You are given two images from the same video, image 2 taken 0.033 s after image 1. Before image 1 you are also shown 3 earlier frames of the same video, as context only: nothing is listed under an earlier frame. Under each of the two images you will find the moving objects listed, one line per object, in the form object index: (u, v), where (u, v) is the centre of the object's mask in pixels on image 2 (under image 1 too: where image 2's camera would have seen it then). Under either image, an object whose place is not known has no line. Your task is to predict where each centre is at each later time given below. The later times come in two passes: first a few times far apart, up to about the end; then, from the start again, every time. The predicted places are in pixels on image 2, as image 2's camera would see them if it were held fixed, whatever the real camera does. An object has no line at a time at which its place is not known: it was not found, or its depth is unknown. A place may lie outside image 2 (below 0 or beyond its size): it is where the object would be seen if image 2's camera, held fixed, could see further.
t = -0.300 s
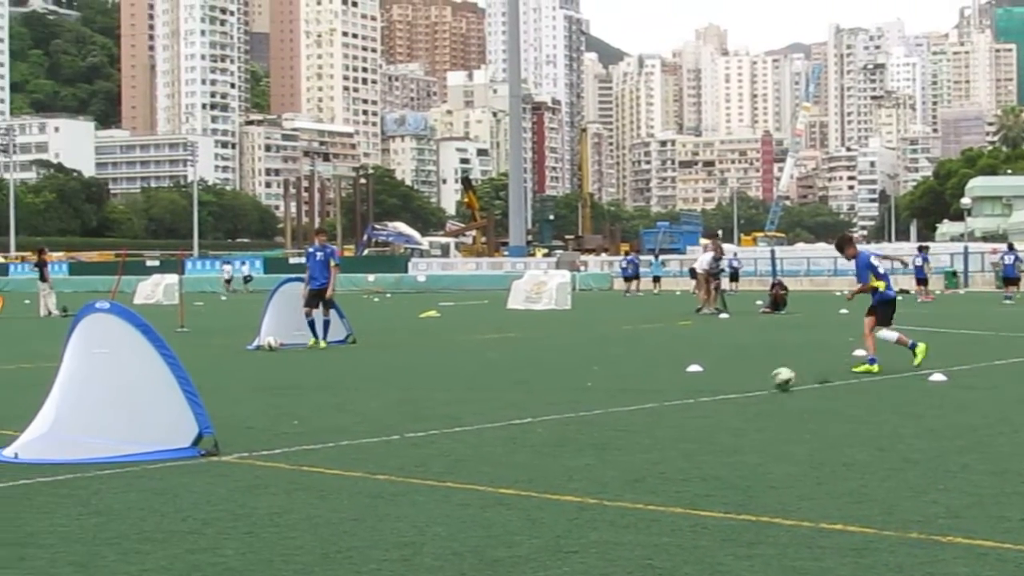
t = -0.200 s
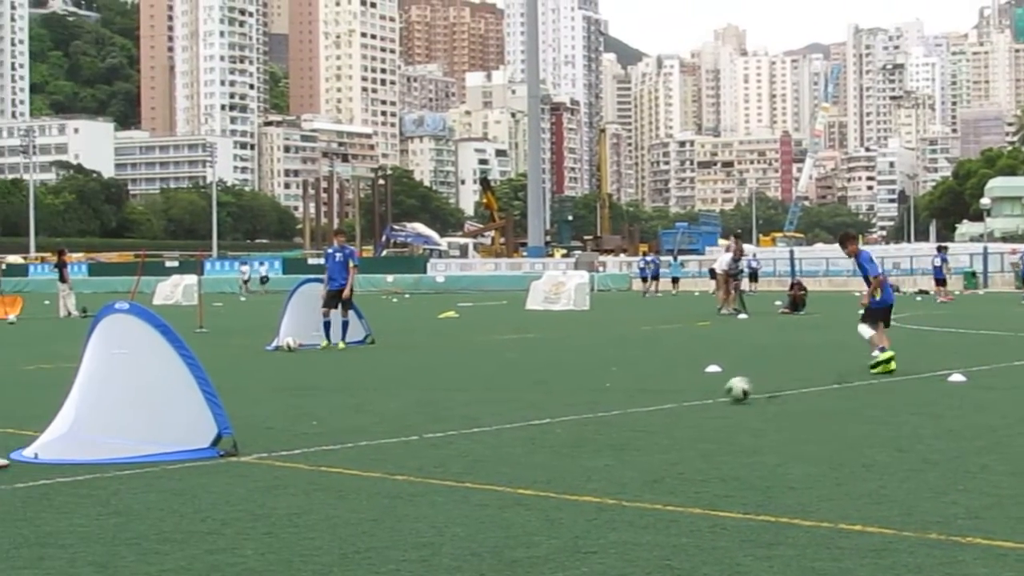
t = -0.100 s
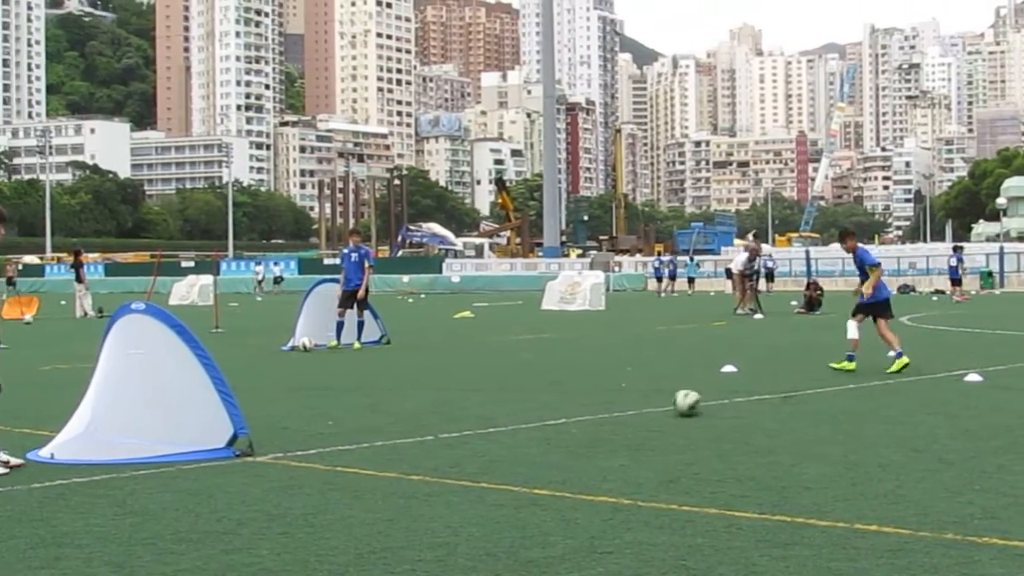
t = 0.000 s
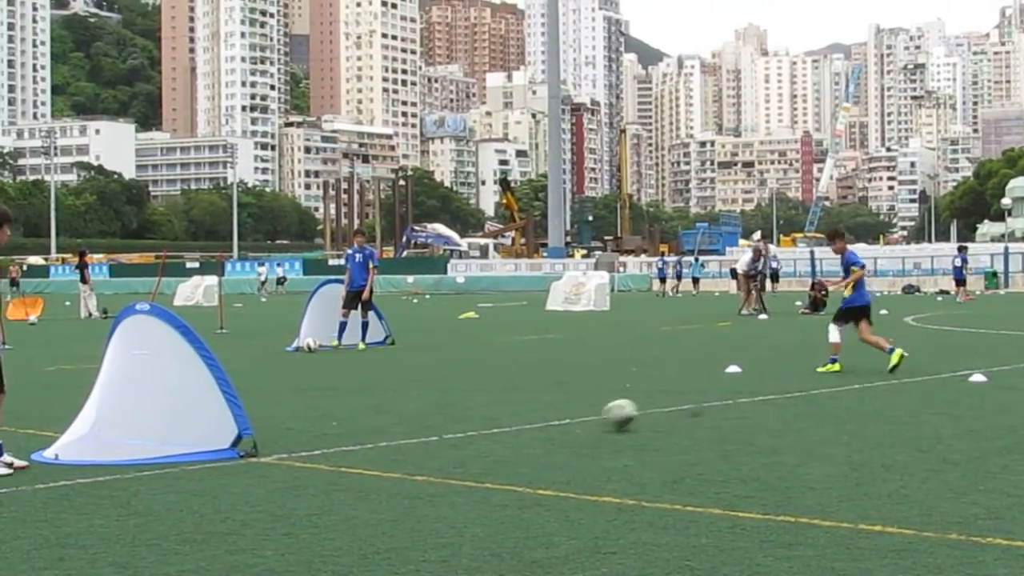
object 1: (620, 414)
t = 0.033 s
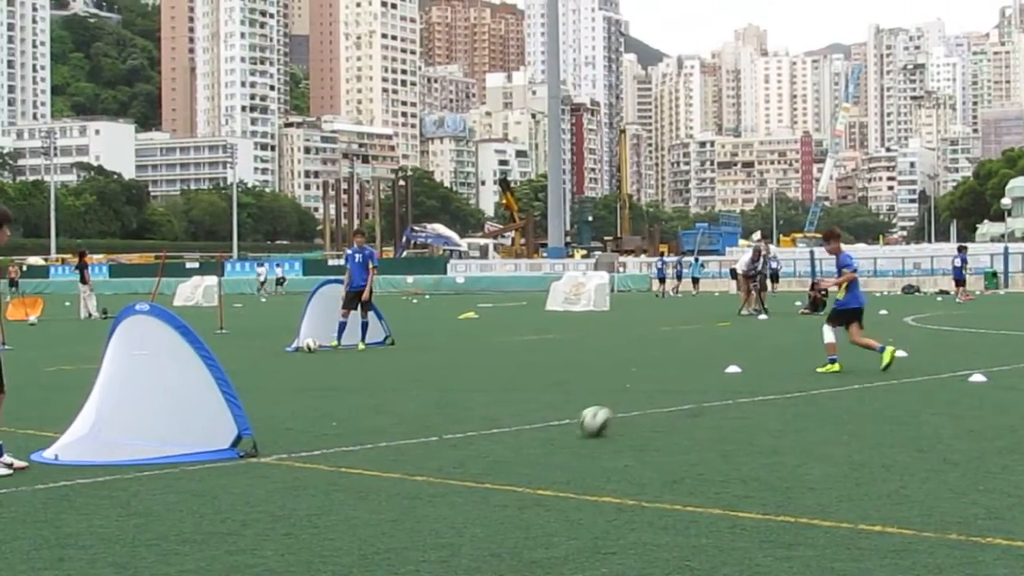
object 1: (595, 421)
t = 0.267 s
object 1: (413, 454)
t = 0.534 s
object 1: (171, 498)
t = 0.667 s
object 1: (24, 532)
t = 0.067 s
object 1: (571, 425)
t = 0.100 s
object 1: (545, 429)
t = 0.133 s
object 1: (519, 433)
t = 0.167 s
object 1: (494, 440)
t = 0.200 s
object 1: (466, 446)
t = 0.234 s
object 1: (440, 449)
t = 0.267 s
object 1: (413, 454)
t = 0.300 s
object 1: (384, 461)
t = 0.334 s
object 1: (355, 466)
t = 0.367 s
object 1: (326, 470)
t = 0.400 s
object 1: (298, 476)
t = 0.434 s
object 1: (268, 483)
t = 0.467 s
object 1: (234, 490)
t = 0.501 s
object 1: (203, 495)
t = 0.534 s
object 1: (171, 498)
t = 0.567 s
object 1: (135, 509)
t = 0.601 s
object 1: (99, 520)
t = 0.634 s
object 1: (61, 525)
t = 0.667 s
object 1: (24, 532)
